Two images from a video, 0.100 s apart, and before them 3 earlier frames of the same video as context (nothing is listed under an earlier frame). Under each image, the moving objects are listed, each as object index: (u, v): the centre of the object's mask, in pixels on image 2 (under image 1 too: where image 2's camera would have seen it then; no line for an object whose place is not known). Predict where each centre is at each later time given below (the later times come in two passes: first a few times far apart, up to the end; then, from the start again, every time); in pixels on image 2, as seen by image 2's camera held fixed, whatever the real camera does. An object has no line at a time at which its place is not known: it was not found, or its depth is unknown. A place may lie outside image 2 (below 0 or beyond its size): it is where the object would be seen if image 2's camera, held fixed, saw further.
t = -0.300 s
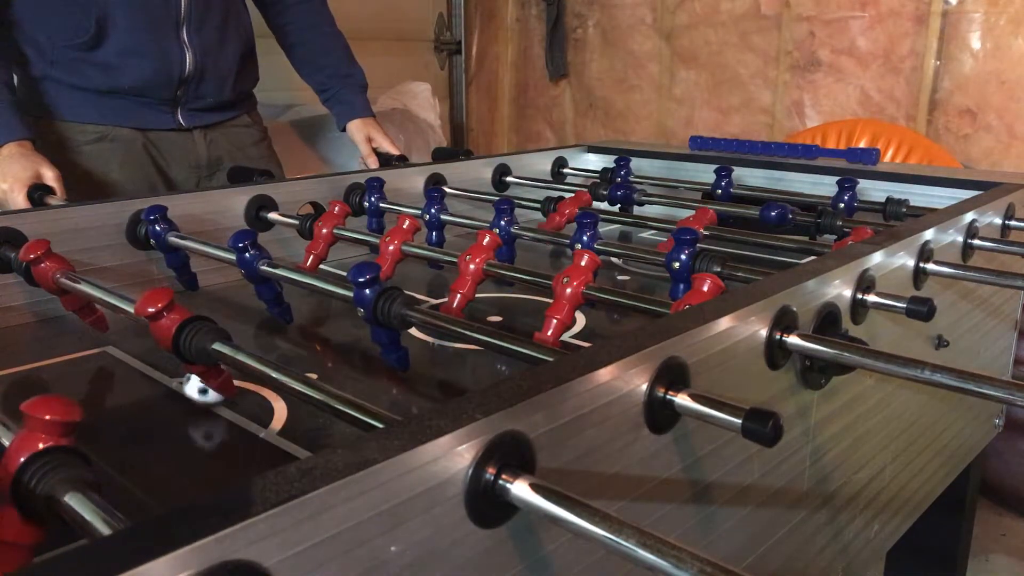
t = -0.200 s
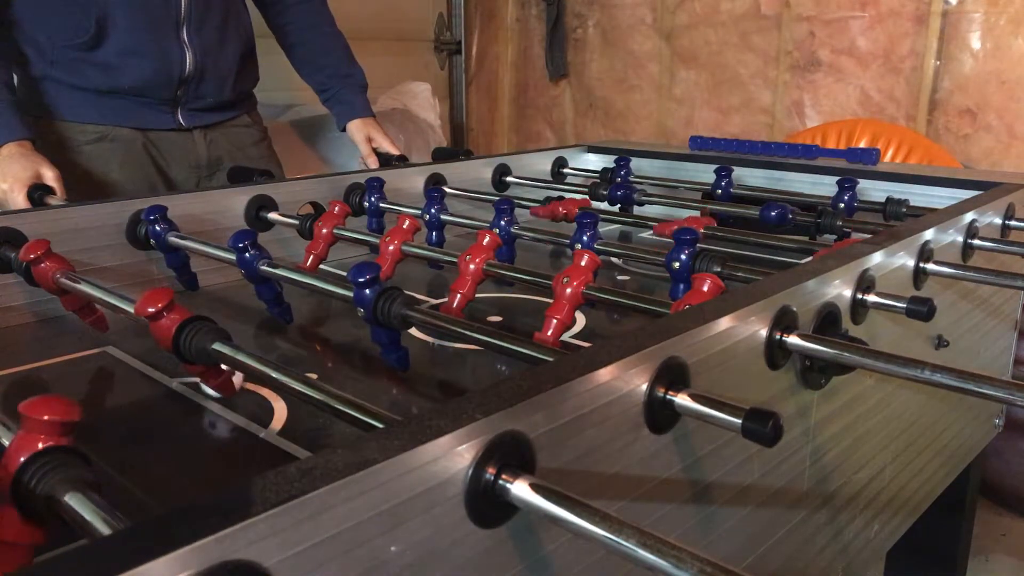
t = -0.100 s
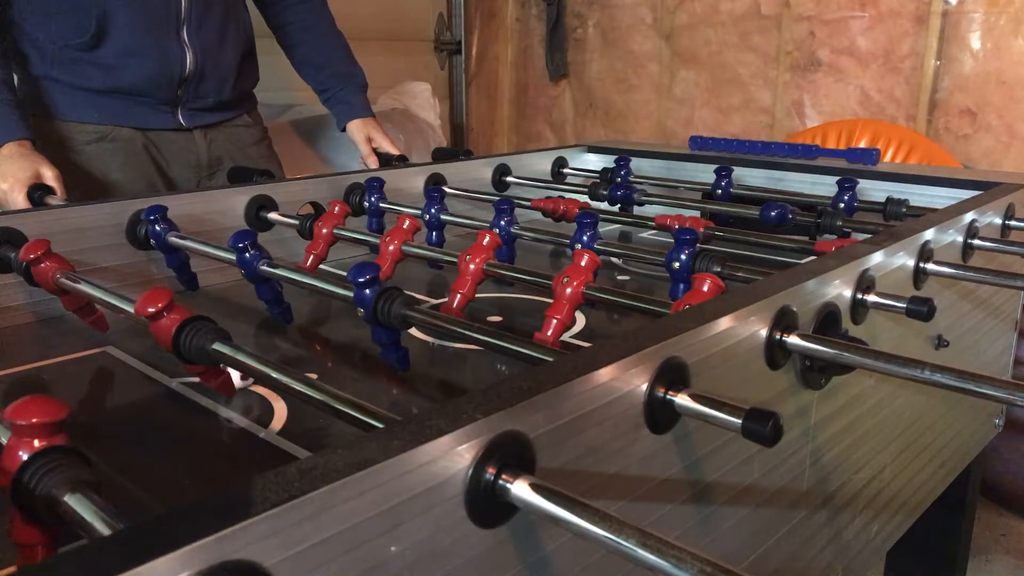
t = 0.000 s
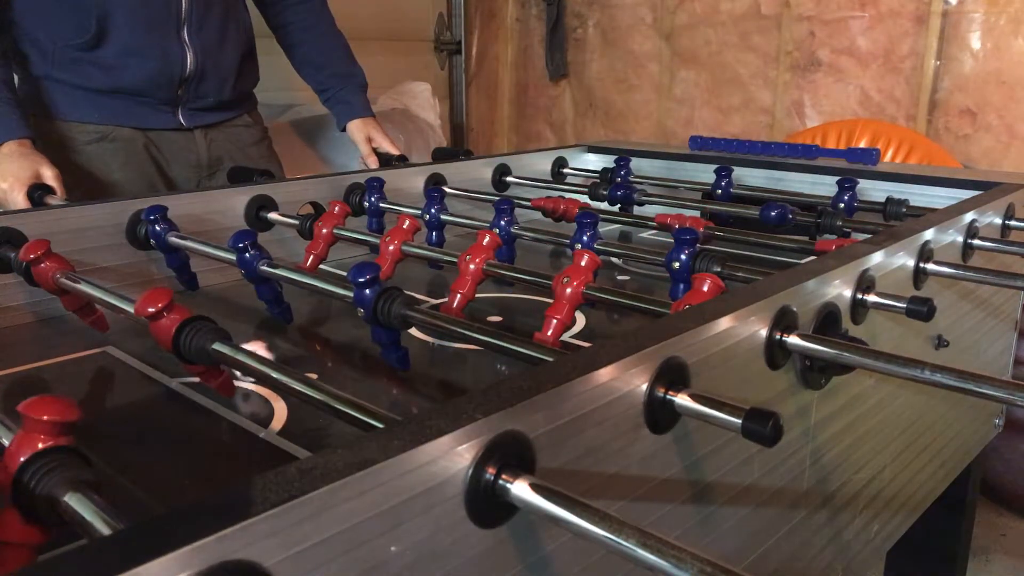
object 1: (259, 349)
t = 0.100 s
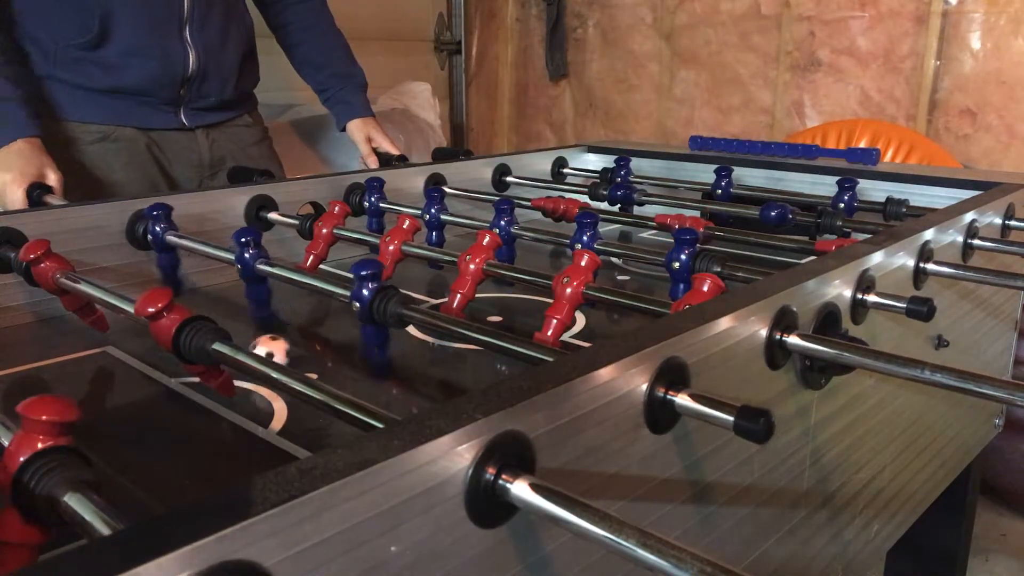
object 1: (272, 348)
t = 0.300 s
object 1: (299, 343)
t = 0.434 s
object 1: (318, 340)
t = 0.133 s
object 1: (277, 349)
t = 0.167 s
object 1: (282, 348)
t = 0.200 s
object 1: (286, 348)
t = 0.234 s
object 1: (290, 347)
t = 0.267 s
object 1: (295, 345)
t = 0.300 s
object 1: (299, 343)
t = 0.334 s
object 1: (304, 342)
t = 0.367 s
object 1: (309, 342)
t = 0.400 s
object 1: (314, 341)
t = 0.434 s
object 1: (318, 340)
